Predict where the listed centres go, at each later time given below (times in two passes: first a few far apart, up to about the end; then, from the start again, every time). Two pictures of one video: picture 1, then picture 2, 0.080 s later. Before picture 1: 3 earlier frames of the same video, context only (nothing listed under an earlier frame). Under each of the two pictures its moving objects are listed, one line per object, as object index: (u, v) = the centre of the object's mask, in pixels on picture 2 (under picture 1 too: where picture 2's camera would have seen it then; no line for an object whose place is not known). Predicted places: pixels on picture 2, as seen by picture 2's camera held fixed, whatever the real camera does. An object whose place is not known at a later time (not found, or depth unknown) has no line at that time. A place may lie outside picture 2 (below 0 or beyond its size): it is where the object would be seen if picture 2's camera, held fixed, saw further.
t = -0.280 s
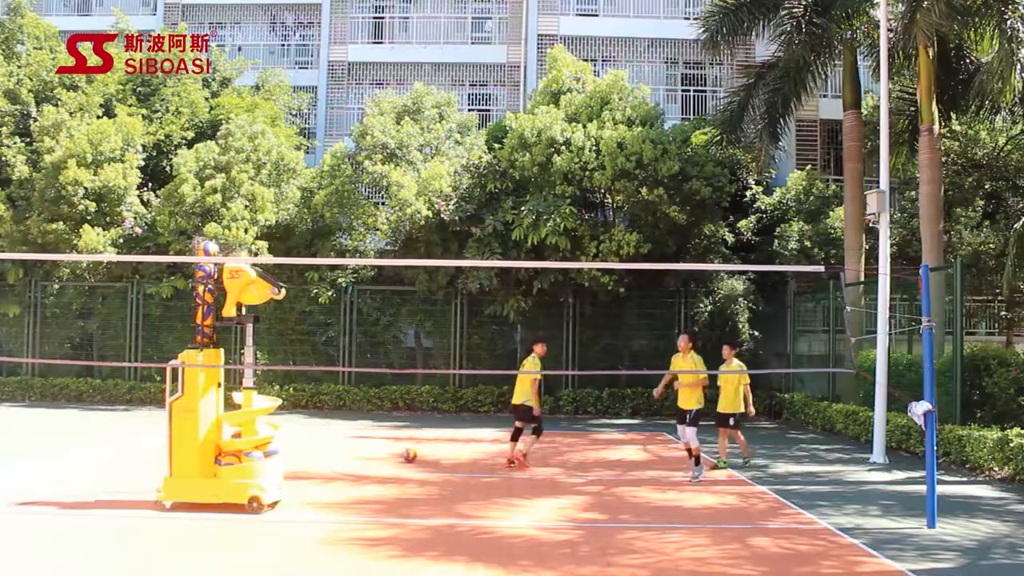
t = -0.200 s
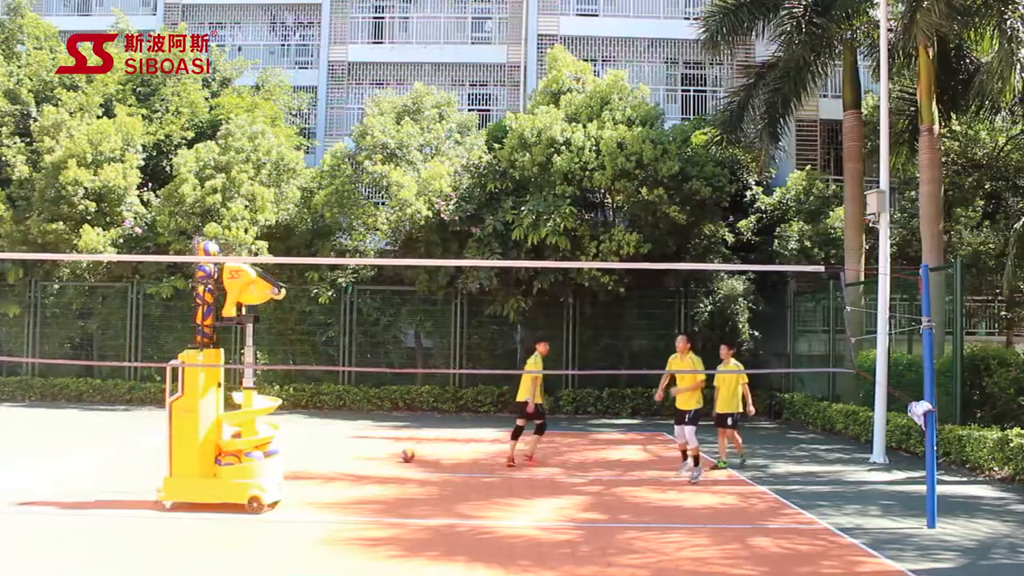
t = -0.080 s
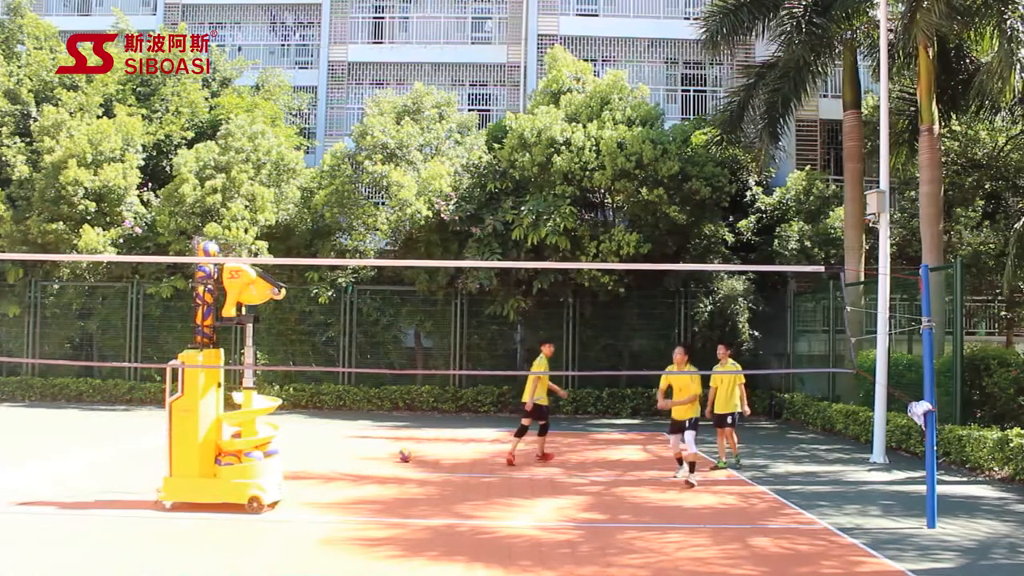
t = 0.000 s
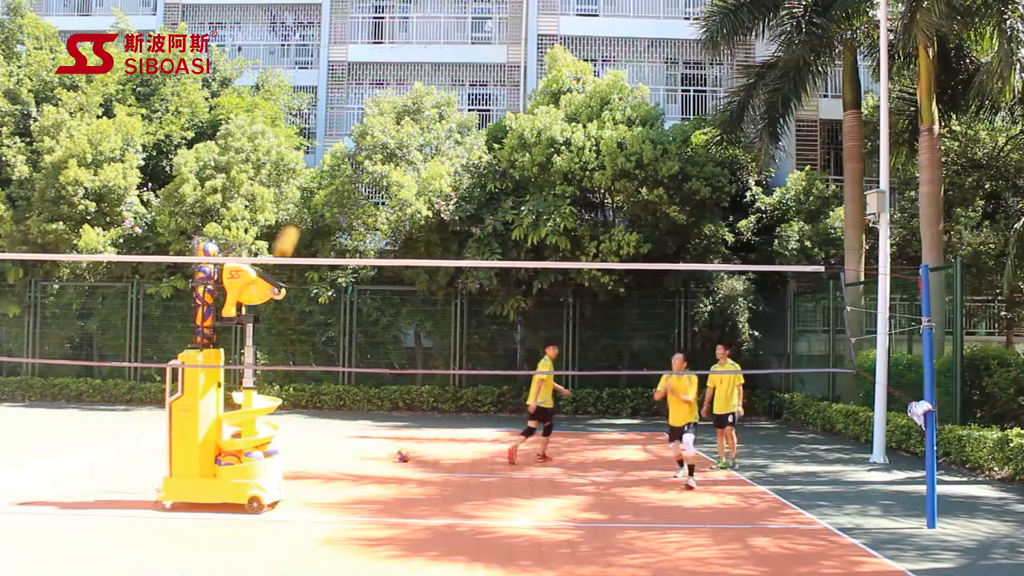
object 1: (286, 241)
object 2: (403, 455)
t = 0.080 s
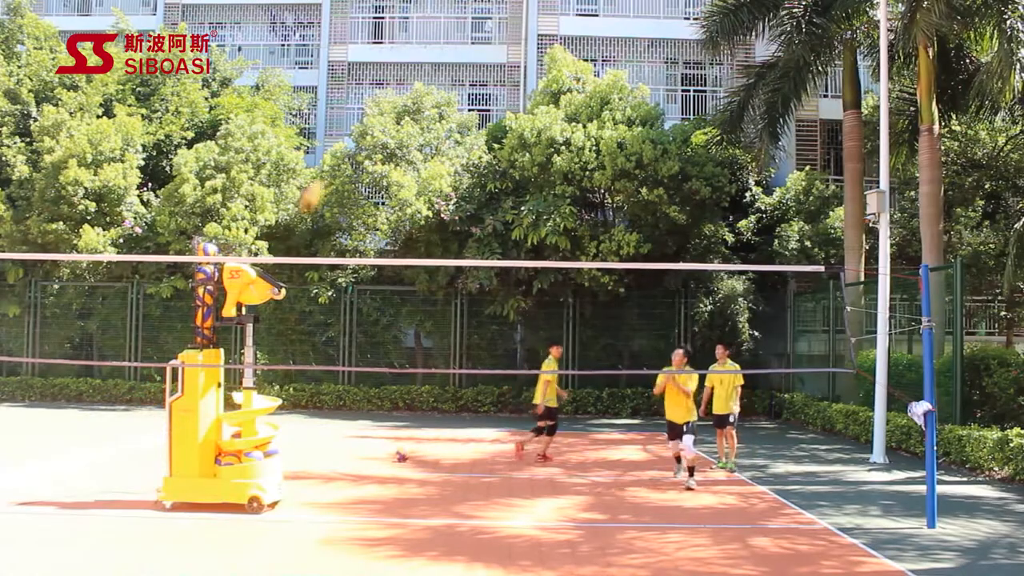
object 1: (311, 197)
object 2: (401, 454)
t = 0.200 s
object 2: (400, 454)
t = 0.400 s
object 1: (415, 74)
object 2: (396, 454)
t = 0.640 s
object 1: (480, 60)
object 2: (392, 455)
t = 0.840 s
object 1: (534, 91)
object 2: (390, 454)
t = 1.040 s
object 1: (588, 162)
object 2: (389, 453)
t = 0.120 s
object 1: (325, 173)
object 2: (401, 455)
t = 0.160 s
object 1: (337, 156)
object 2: (401, 454)
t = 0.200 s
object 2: (400, 454)
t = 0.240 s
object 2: (399, 454)
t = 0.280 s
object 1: (376, 108)
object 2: (398, 454)
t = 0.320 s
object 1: (386, 98)
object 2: (397, 454)
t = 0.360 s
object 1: (400, 85)
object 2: (397, 454)
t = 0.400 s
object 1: (415, 74)
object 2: (396, 454)
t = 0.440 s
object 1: (423, 70)
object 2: (395, 454)
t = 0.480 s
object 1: (434, 65)
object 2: (395, 454)
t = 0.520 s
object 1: (446, 61)
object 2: (394, 454)
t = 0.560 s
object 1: (458, 59)
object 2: (393, 455)
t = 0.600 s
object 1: (470, 59)
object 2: (393, 455)
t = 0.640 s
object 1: (480, 60)
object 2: (392, 455)
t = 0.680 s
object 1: (489, 61)
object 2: (392, 455)
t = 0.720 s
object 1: (500, 66)
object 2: (391, 455)
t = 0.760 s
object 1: (513, 72)
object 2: (391, 455)
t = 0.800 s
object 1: (526, 81)
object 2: (391, 454)
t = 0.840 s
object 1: (534, 91)
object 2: (390, 454)
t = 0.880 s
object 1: (545, 100)
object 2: (389, 453)
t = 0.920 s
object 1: (556, 113)
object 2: (389, 453)
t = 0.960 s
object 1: (569, 130)
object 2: (389, 453)
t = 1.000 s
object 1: (576, 144)
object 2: (389, 453)
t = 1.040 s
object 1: (588, 162)
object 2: (389, 453)
